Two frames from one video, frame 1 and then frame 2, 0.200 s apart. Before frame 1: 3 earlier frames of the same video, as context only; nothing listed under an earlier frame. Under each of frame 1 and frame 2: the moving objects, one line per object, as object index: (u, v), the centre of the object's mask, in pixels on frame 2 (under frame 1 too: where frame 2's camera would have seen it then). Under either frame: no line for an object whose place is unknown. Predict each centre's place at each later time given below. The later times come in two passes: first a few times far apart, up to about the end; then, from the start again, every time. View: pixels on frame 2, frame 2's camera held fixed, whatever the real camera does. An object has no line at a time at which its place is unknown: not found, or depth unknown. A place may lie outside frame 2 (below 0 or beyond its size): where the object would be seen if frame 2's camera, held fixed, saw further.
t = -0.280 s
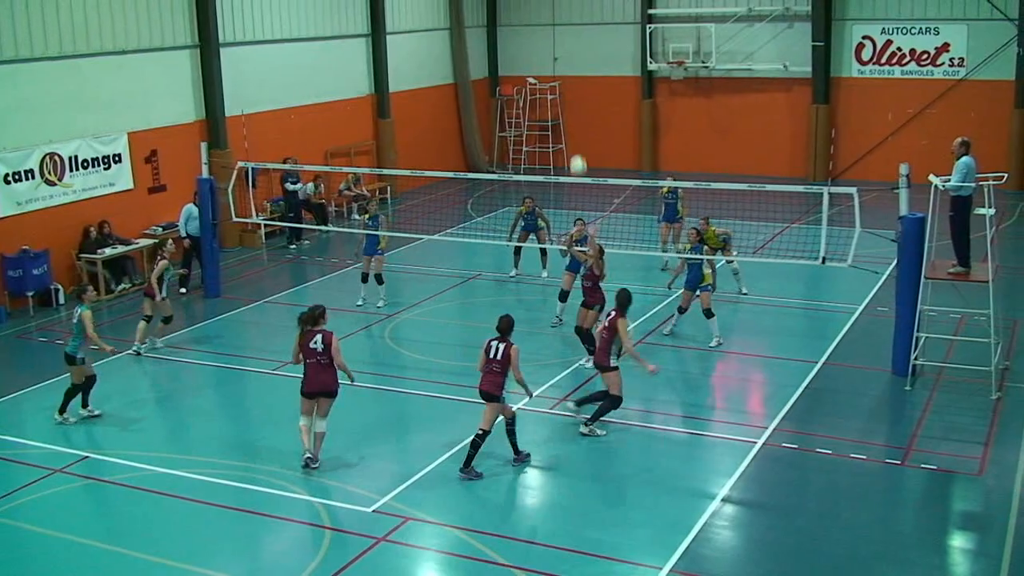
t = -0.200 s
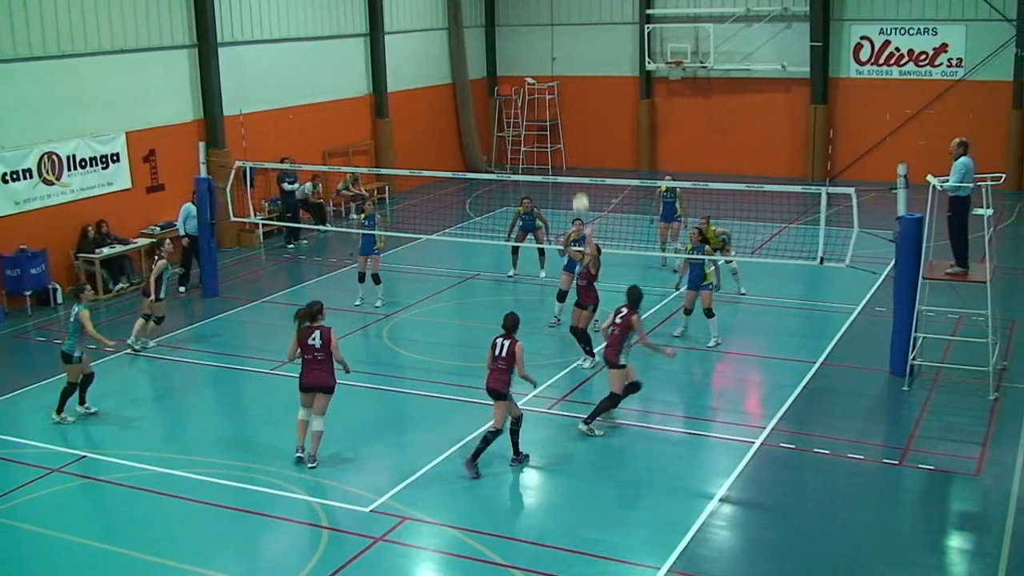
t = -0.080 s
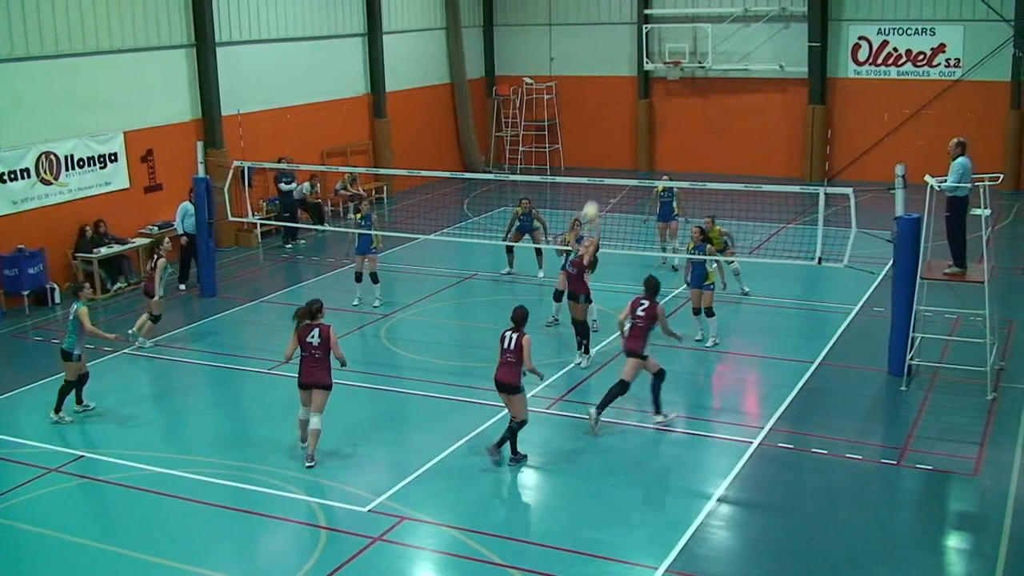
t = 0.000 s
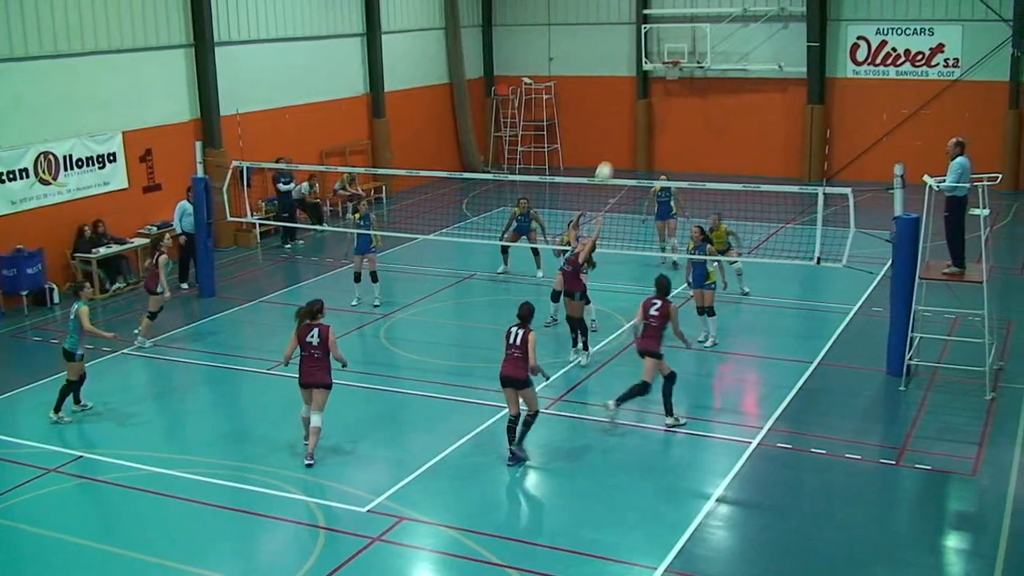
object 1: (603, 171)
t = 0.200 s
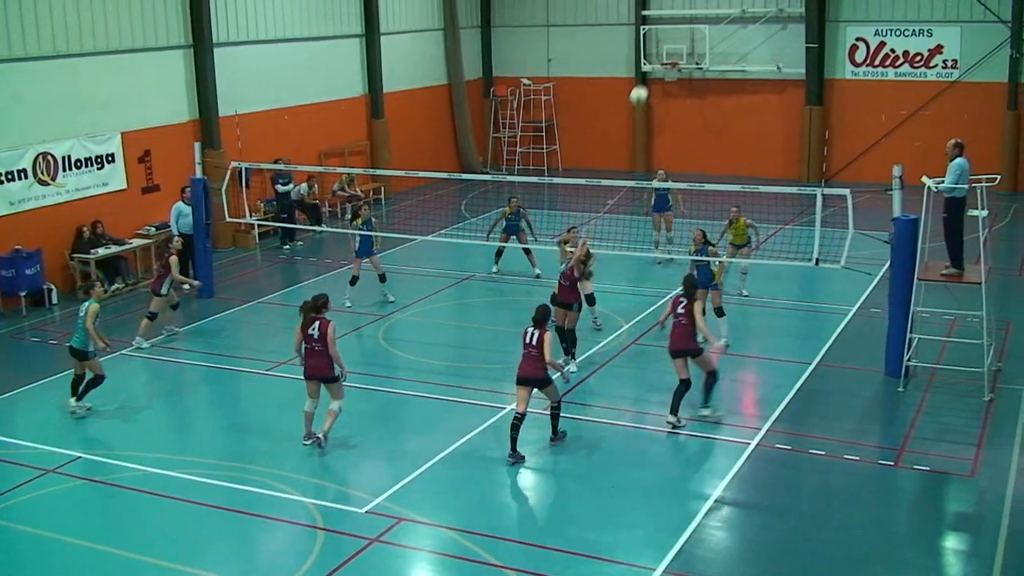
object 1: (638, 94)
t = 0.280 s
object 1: (653, 72)
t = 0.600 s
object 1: (711, 32)
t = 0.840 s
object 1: (753, 57)
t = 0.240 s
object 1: (646, 83)
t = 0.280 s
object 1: (653, 72)
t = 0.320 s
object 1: (660, 61)
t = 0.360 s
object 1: (667, 54)
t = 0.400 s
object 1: (675, 46)
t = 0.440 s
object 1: (682, 41)
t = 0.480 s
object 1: (689, 36)
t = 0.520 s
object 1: (697, 34)
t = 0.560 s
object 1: (704, 32)
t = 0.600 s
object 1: (711, 32)
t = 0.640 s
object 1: (719, 33)
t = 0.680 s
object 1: (725, 36)
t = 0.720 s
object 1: (732, 39)
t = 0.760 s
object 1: (739, 43)
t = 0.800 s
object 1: (746, 49)
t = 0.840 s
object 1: (753, 57)
